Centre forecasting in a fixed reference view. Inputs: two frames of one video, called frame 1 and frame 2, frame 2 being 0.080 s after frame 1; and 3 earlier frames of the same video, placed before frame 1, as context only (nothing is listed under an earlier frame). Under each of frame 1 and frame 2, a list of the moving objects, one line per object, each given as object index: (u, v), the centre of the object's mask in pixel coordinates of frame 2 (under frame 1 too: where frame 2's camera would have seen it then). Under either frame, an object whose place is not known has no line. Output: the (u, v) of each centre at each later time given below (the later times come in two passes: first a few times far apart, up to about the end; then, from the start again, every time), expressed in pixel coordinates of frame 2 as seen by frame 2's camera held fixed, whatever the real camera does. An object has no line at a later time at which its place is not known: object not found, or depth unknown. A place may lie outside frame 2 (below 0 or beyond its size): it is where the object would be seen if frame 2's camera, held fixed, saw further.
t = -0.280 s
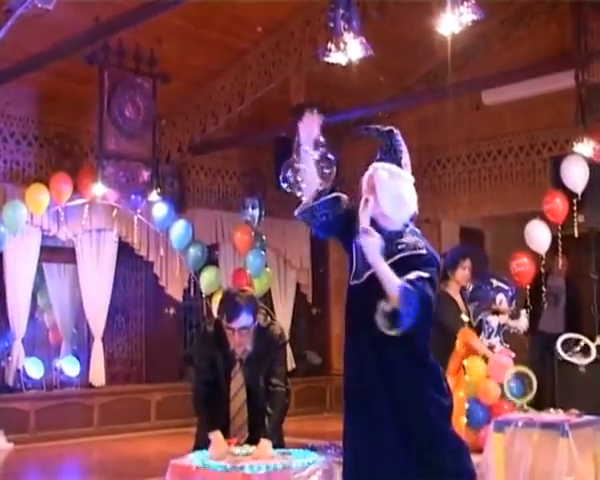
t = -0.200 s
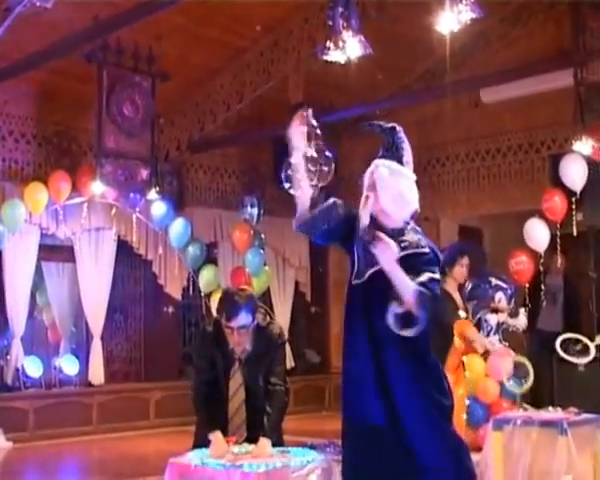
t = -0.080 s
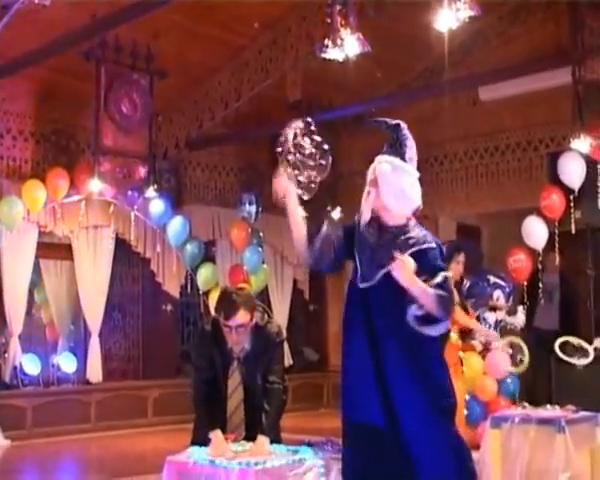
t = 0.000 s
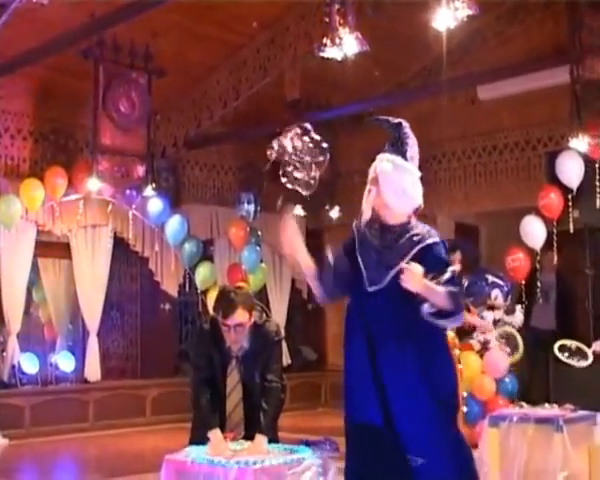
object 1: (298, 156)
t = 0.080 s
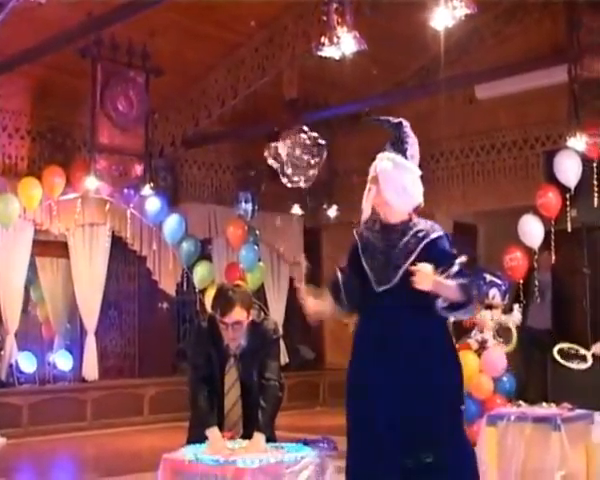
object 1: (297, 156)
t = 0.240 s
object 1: (296, 159)
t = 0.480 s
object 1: (295, 174)
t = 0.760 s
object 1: (292, 192)
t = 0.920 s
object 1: (289, 205)
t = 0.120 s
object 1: (296, 157)
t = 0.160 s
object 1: (296, 158)
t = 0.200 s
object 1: (296, 159)
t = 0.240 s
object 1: (296, 159)
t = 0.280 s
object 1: (296, 161)
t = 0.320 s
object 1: (296, 164)
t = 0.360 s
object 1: (296, 167)
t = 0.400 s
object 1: (296, 169)
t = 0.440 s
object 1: (296, 171)
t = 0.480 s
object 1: (295, 174)
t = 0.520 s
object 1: (295, 176)
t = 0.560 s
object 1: (294, 179)
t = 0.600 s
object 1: (294, 181)
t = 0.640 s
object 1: (294, 184)
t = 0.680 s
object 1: (293, 187)
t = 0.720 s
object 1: (292, 189)
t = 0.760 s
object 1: (292, 192)
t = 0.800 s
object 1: (291, 196)
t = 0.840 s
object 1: (290, 199)
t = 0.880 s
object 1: (290, 202)
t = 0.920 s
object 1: (289, 205)
